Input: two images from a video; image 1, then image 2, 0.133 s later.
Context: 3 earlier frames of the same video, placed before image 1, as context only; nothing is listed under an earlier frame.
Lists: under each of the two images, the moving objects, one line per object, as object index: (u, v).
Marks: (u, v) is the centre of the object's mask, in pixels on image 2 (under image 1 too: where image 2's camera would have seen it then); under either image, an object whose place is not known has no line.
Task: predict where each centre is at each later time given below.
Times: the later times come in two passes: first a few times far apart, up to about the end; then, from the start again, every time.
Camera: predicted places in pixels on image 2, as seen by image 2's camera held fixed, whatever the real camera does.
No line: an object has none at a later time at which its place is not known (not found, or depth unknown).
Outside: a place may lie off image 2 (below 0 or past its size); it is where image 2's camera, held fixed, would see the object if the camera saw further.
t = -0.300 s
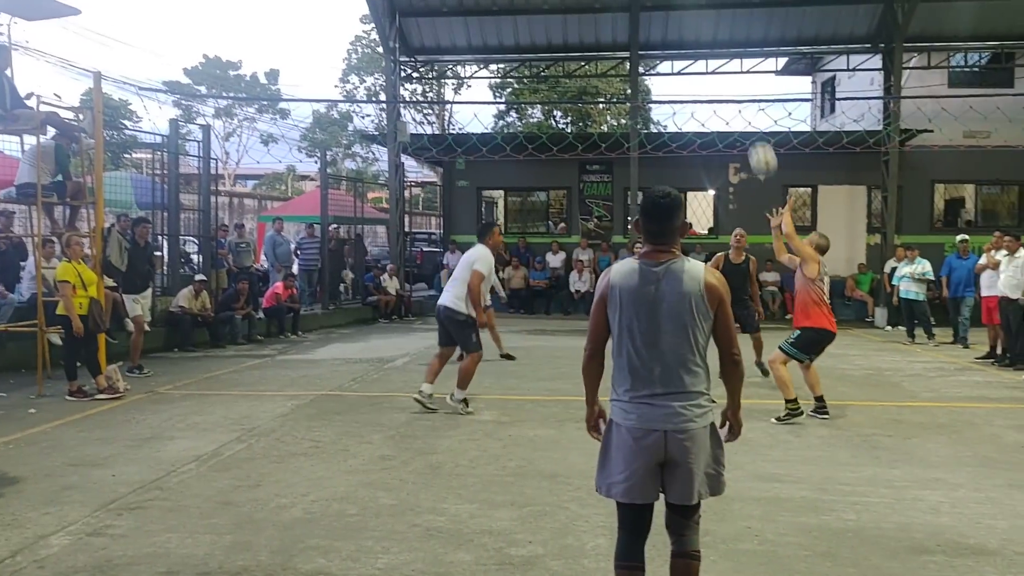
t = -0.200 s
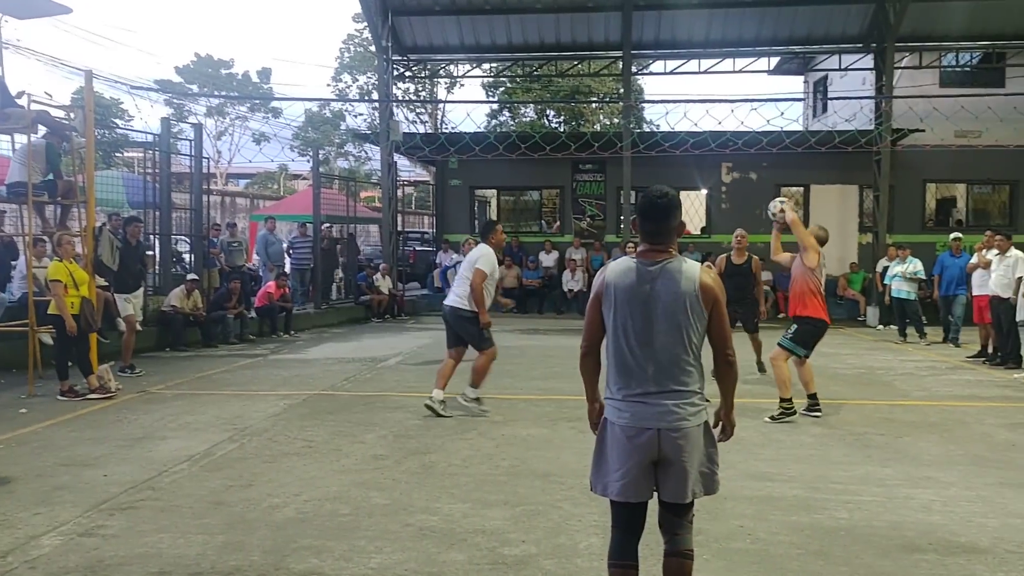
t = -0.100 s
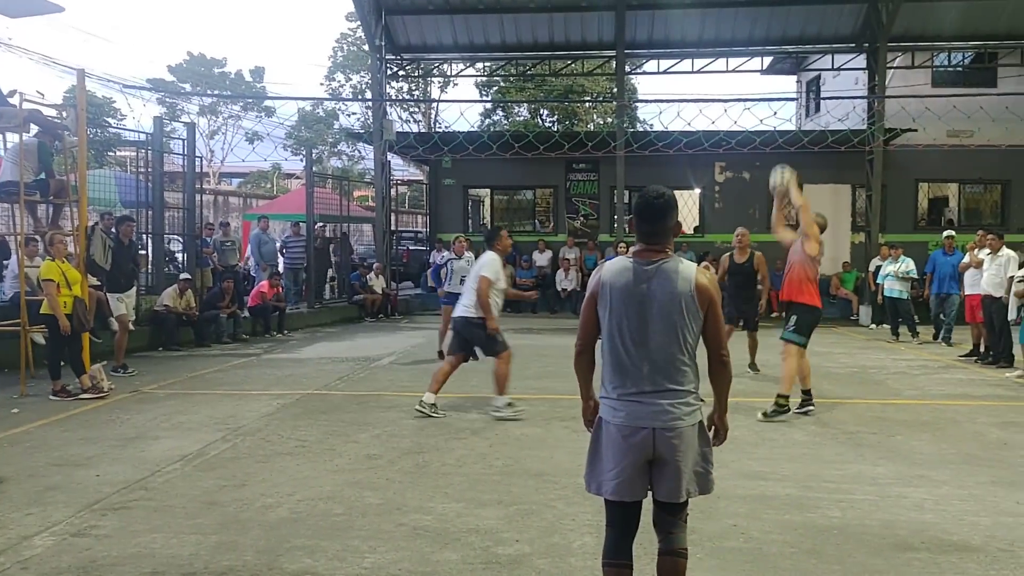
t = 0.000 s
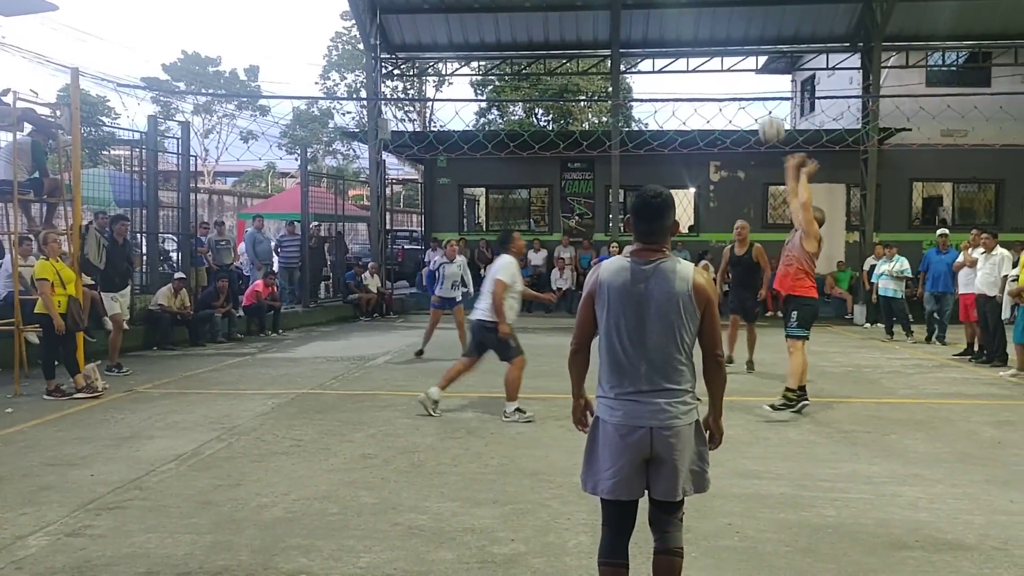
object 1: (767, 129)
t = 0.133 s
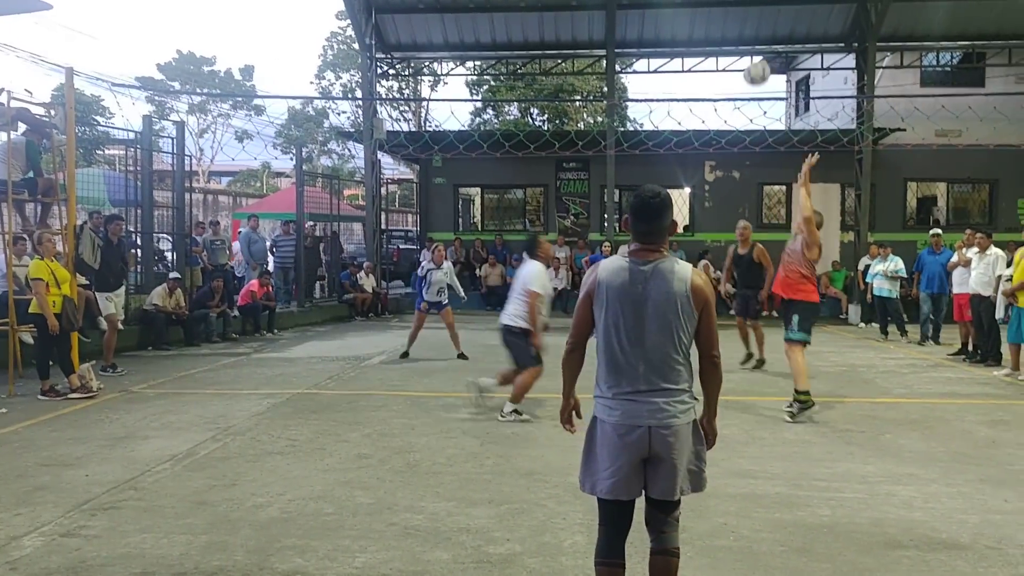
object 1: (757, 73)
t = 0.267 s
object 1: (746, 37)
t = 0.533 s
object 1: (724, 31)
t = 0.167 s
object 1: (754, 62)
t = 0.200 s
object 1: (751, 52)
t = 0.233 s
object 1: (749, 44)
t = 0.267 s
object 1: (746, 37)
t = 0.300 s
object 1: (744, 32)
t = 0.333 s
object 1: (741, 29)
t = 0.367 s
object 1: (738, 26)
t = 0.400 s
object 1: (735, 24)
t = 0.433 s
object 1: (732, 24)
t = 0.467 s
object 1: (729, 25)
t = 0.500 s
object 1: (727, 27)
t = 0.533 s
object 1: (724, 31)
